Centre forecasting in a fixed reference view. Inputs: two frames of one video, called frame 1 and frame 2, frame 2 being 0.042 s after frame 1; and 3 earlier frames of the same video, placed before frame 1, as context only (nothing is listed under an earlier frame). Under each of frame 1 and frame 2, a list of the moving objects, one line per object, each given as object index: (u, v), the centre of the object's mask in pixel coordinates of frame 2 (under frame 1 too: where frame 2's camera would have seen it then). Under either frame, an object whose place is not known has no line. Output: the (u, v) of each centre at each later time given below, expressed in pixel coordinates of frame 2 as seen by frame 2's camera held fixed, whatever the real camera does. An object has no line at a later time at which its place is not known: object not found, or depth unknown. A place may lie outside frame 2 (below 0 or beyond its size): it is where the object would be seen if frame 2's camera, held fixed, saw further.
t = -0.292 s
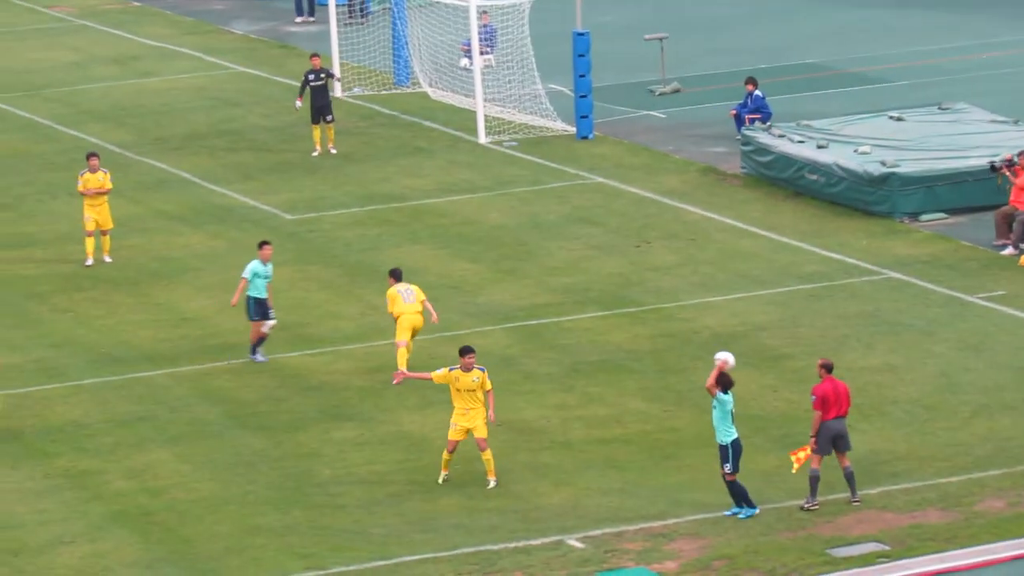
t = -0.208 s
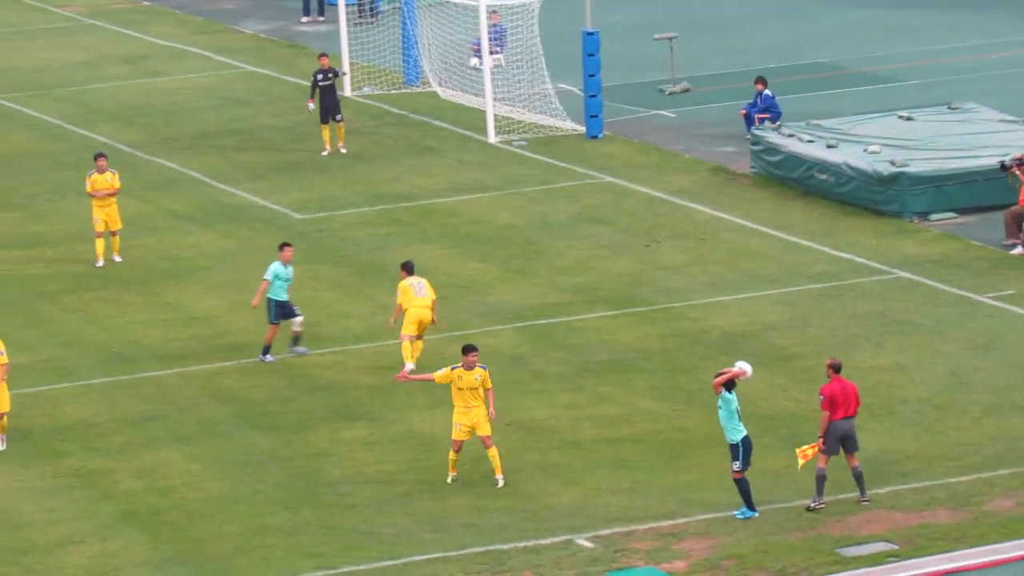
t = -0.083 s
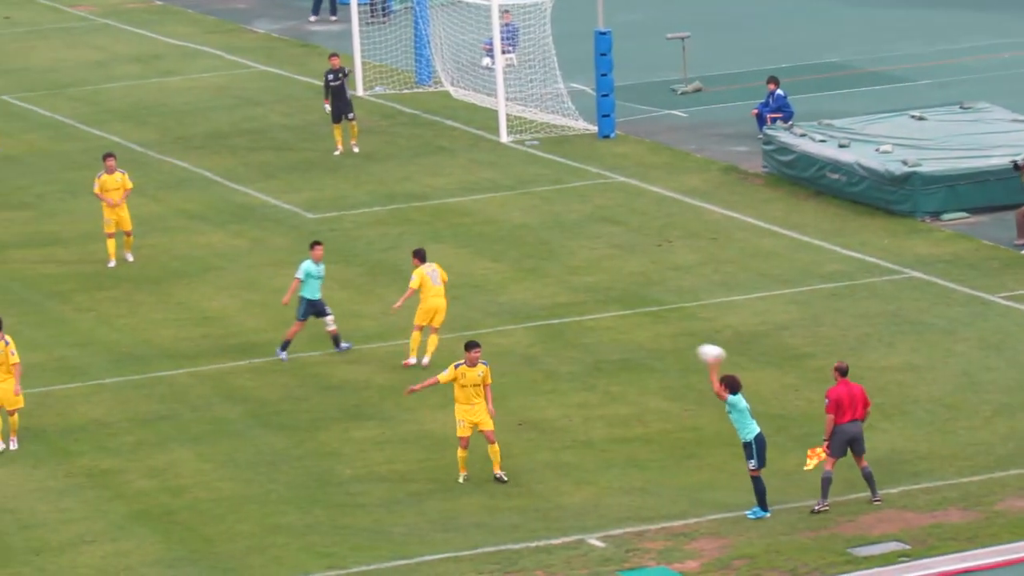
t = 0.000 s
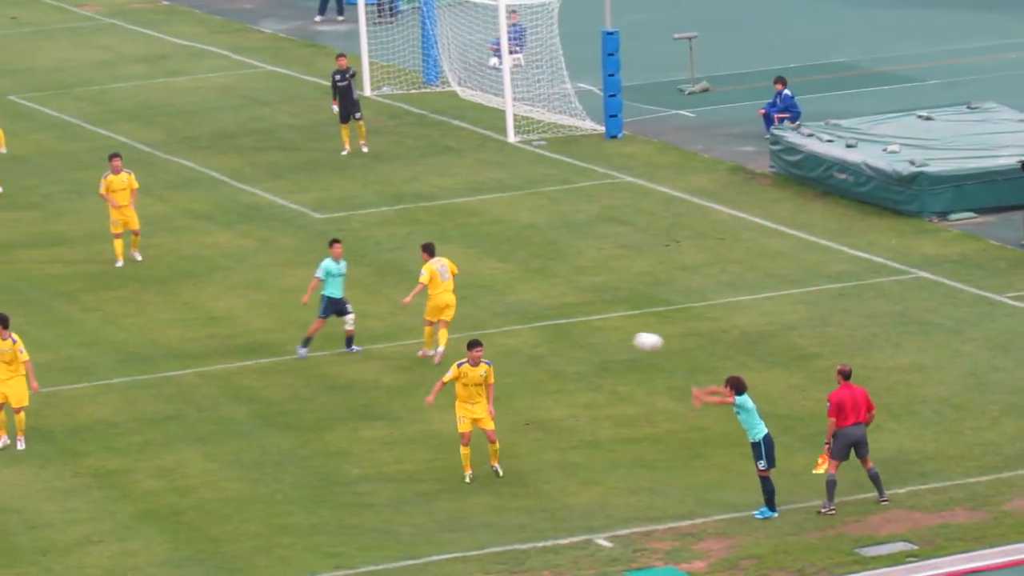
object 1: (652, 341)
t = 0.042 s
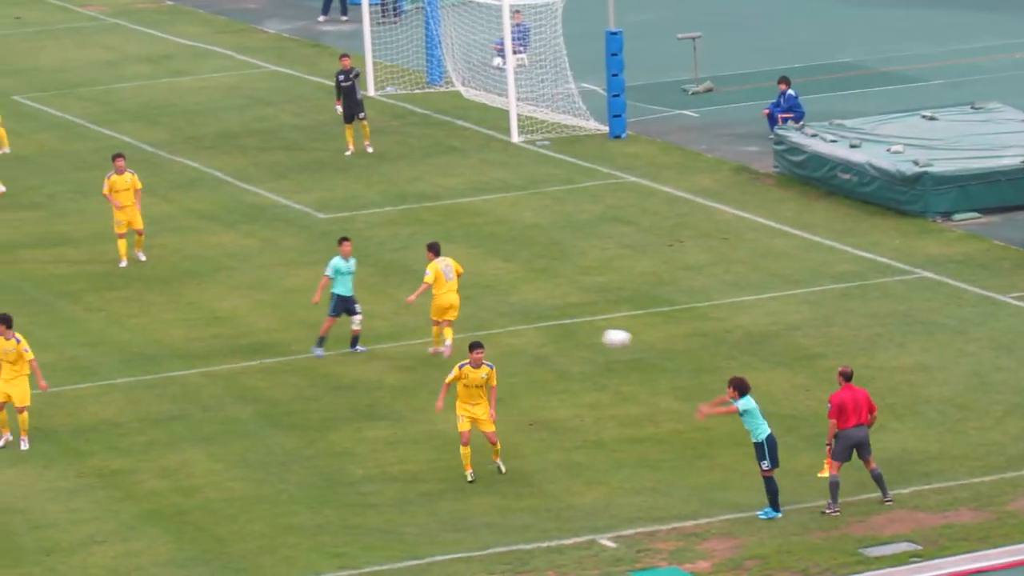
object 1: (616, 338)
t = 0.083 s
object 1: (581, 335)
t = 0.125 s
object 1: (547, 335)
